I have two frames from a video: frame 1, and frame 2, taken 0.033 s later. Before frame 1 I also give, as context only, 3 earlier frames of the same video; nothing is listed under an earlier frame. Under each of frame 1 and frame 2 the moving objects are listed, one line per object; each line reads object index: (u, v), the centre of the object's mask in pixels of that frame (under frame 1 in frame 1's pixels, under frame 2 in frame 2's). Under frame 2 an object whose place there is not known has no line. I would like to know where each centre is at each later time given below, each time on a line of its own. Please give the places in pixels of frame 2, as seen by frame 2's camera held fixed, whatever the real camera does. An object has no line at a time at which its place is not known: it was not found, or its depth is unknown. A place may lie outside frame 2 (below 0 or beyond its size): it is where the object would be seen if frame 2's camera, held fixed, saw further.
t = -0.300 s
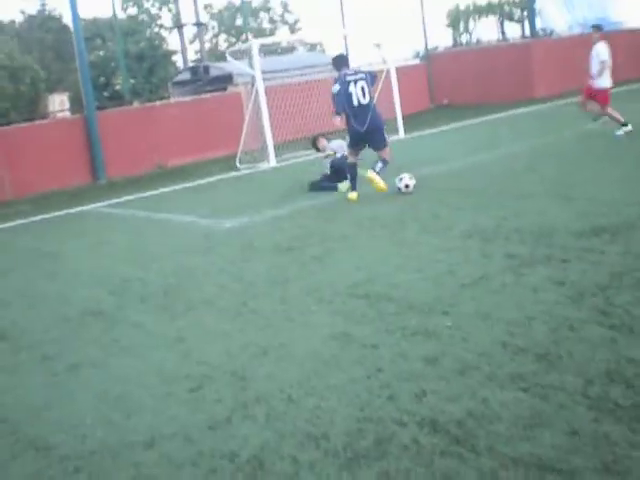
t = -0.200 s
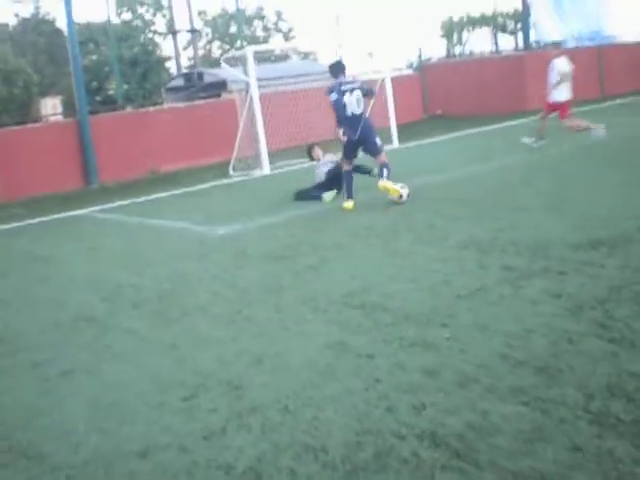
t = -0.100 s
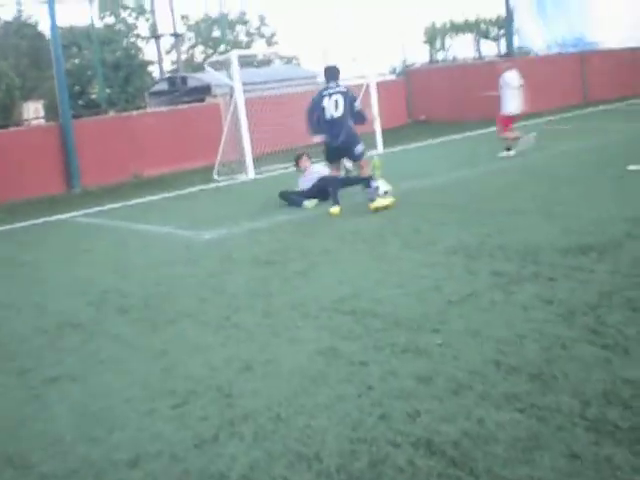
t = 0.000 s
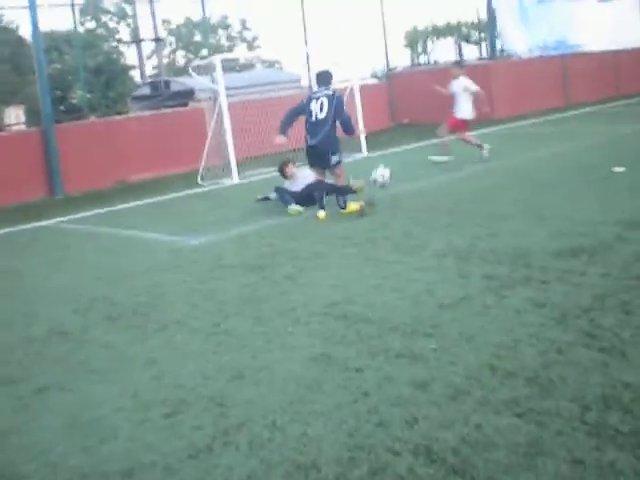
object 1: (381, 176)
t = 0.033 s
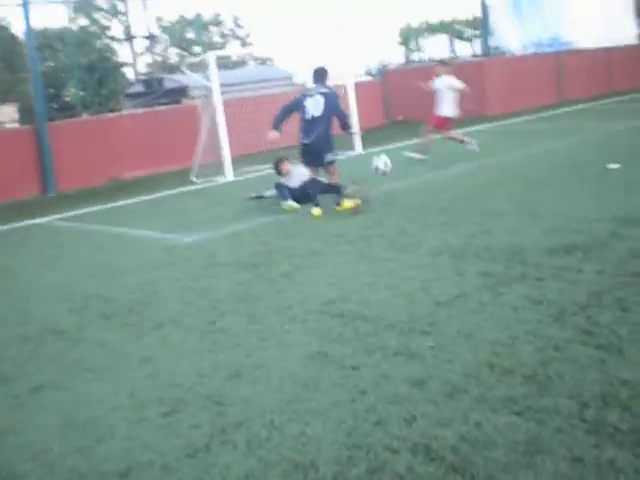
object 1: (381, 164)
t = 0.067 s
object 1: (388, 155)
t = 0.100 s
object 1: (394, 148)
